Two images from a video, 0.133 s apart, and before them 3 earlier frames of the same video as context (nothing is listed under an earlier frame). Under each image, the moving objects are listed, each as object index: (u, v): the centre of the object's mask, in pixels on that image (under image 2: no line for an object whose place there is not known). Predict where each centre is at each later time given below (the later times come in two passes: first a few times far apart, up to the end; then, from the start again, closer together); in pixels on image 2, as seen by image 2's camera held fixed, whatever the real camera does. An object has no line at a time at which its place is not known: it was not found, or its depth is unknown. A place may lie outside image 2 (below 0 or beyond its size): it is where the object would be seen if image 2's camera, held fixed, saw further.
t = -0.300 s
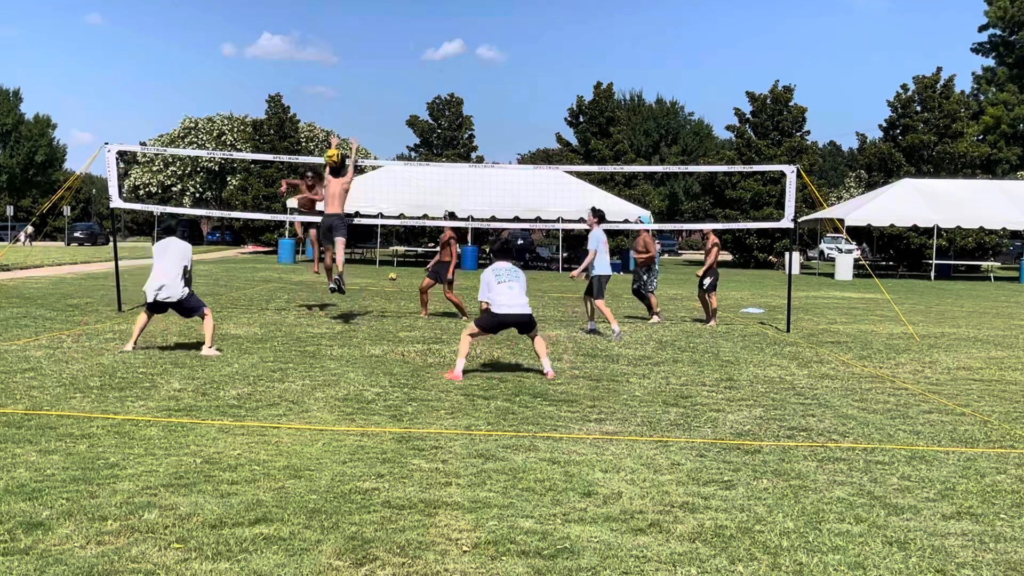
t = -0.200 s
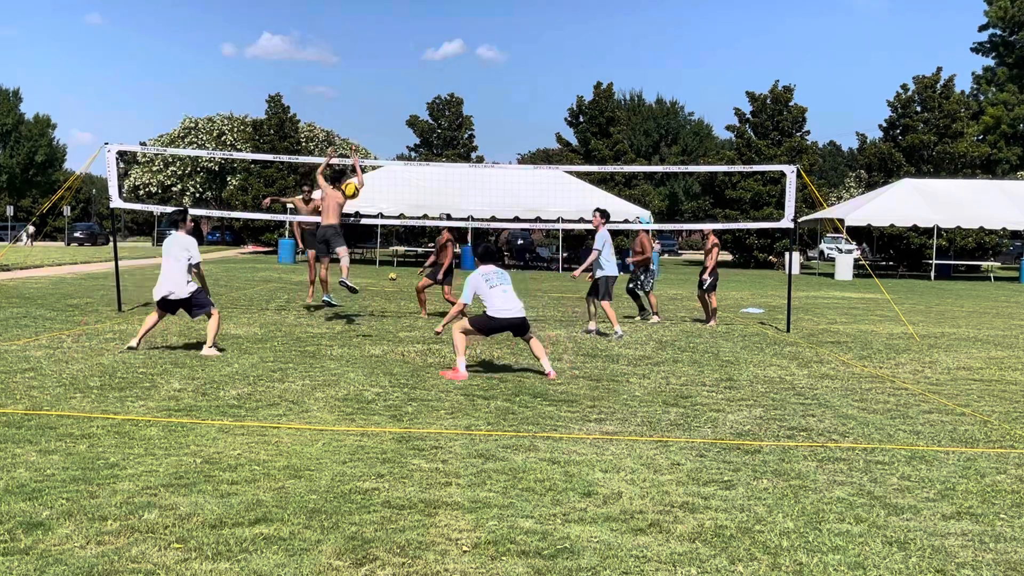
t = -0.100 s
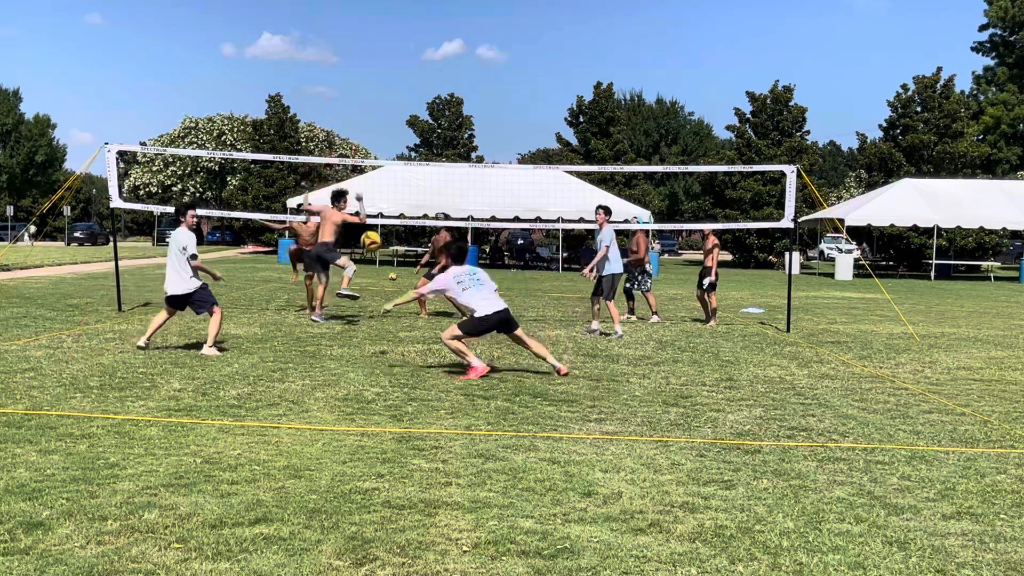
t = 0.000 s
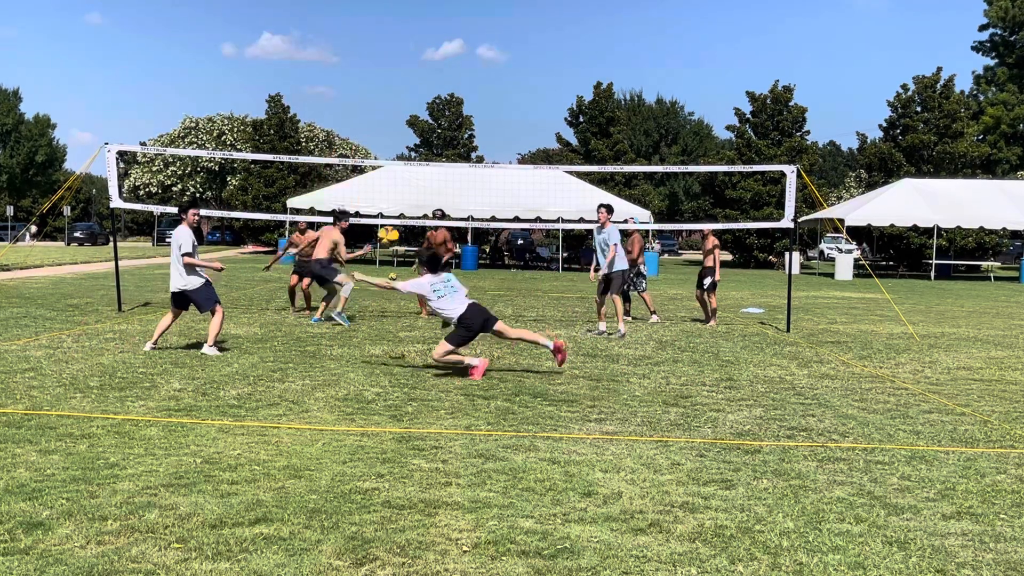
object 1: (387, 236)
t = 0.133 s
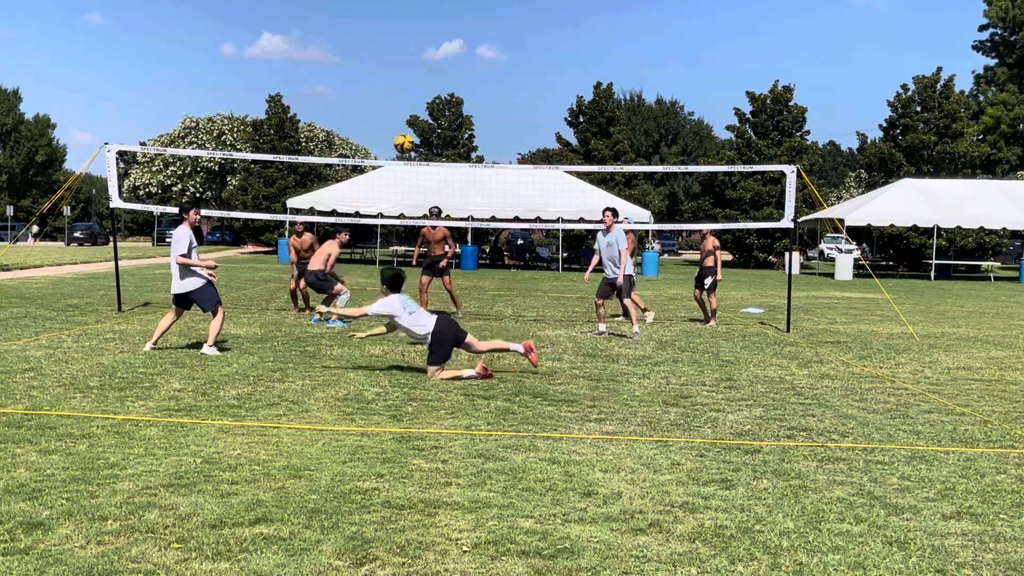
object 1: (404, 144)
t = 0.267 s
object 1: (421, 77)
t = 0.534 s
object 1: (451, 9)
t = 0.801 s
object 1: (477, 7)
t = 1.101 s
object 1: (500, 64)
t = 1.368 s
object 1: (516, 153)
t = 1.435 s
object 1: (519, 180)
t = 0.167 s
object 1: (408, 124)
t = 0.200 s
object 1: (412, 107)
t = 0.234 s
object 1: (416, 92)
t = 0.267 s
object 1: (421, 77)
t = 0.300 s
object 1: (424, 64)
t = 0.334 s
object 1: (428, 52)
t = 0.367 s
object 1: (432, 42)
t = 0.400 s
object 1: (436, 33)
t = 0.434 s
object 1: (440, 25)
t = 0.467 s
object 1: (443, 19)
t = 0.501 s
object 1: (447, 13)
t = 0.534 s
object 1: (451, 9)
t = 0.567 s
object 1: (454, 7)
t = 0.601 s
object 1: (457, 5)
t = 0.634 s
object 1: (461, 4)
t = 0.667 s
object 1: (464, 4)
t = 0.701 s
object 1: (467, 4)
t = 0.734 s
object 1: (470, 5)
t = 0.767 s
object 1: (473, 6)
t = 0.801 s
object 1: (477, 7)
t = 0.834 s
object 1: (480, 11)
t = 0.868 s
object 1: (482, 15)
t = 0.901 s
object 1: (485, 19)
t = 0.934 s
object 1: (488, 26)
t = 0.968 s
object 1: (490, 32)
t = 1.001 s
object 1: (493, 39)
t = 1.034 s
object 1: (496, 47)
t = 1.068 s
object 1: (498, 55)
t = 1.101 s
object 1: (500, 64)
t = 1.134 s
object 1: (502, 73)
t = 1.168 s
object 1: (504, 83)
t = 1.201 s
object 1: (506, 94)
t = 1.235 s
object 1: (508, 105)
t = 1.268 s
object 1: (510, 116)
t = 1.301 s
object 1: (513, 128)
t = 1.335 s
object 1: (514, 140)
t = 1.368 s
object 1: (516, 153)
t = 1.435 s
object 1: (519, 180)
